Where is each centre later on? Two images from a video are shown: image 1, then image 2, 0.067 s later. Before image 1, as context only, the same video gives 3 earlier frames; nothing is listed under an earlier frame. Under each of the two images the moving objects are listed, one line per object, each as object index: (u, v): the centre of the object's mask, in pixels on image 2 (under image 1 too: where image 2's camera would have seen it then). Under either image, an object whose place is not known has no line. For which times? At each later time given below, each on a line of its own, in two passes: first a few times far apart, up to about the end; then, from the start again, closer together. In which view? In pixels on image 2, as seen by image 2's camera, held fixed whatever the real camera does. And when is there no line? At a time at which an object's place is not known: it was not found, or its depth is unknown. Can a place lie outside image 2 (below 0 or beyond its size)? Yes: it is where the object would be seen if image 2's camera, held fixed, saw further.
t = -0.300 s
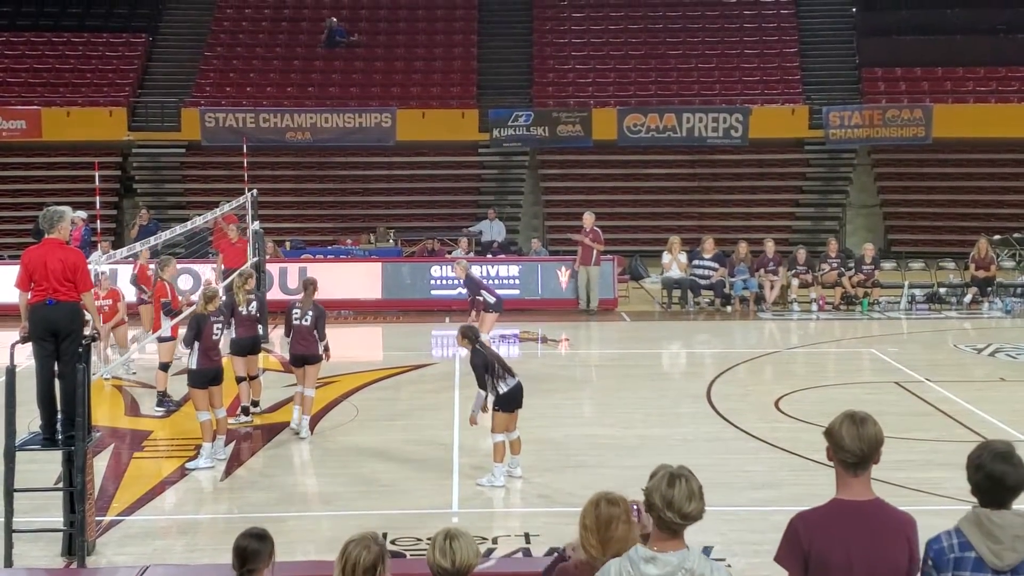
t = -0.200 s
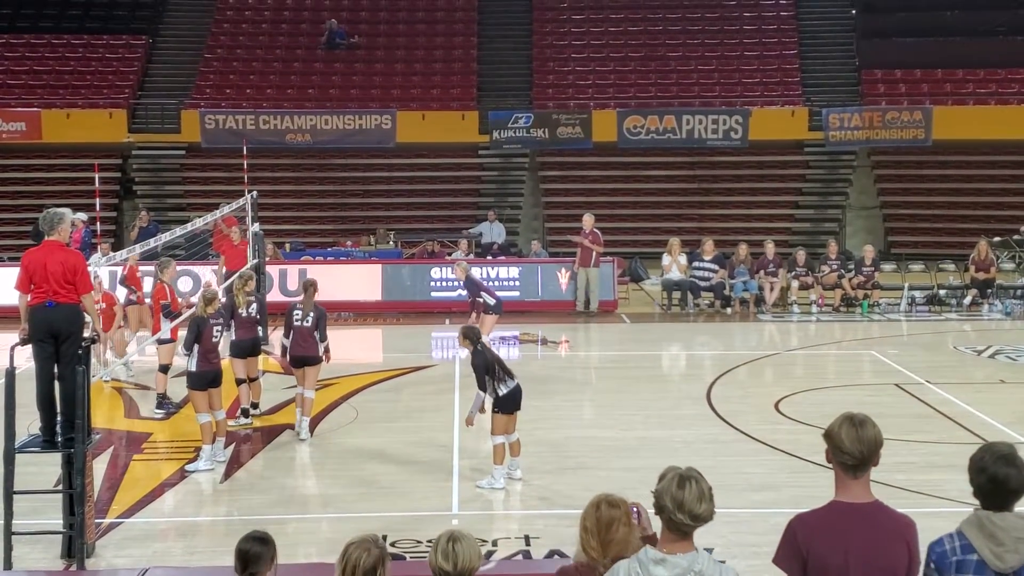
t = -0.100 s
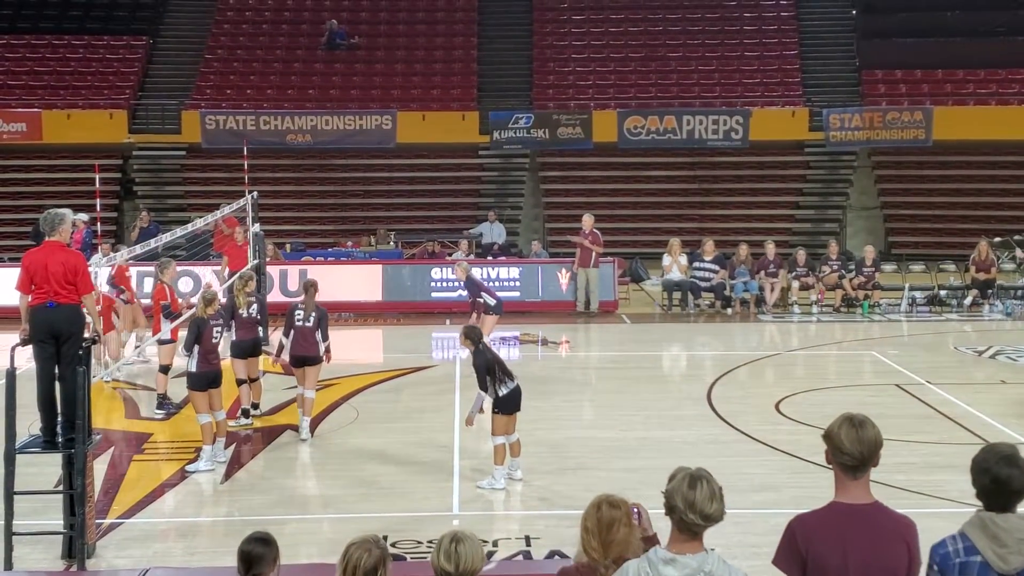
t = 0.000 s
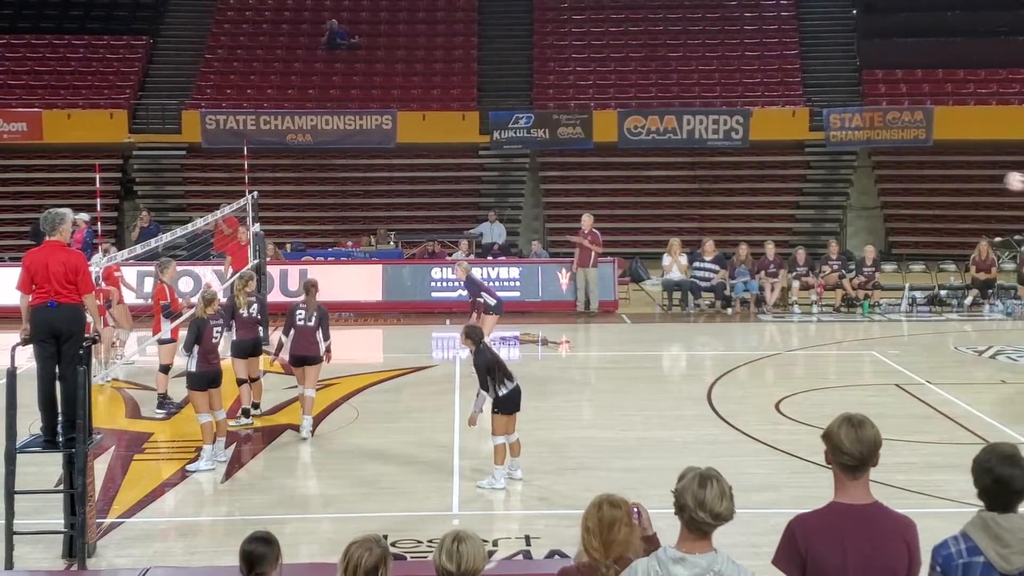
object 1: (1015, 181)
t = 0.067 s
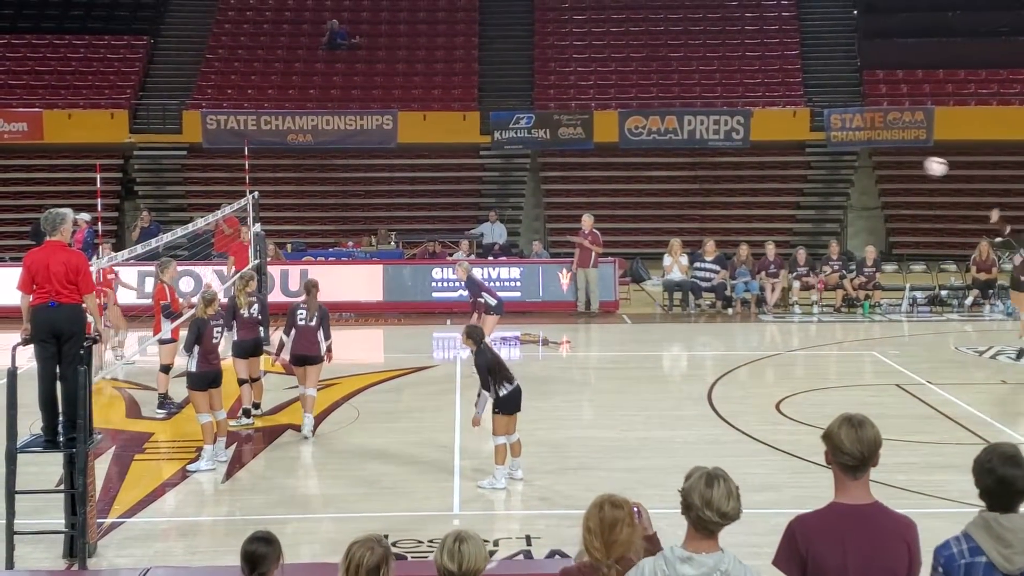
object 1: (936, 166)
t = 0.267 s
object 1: (696, 135)
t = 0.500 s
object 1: (426, 128)
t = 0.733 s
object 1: (160, 155)
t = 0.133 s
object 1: (855, 153)
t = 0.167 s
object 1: (814, 147)
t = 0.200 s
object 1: (775, 142)
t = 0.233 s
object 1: (736, 138)
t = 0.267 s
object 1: (696, 135)
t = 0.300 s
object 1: (656, 132)
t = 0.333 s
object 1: (618, 129)
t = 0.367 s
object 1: (579, 128)
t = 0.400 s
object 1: (541, 127)
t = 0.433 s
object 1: (502, 126)
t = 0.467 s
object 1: (465, 126)
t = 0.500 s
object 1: (426, 128)
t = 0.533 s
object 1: (388, 130)
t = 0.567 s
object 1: (350, 132)
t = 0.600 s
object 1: (312, 136)
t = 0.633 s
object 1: (274, 140)
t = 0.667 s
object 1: (236, 145)
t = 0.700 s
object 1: (198, 150)
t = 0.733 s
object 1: (160, 155)
